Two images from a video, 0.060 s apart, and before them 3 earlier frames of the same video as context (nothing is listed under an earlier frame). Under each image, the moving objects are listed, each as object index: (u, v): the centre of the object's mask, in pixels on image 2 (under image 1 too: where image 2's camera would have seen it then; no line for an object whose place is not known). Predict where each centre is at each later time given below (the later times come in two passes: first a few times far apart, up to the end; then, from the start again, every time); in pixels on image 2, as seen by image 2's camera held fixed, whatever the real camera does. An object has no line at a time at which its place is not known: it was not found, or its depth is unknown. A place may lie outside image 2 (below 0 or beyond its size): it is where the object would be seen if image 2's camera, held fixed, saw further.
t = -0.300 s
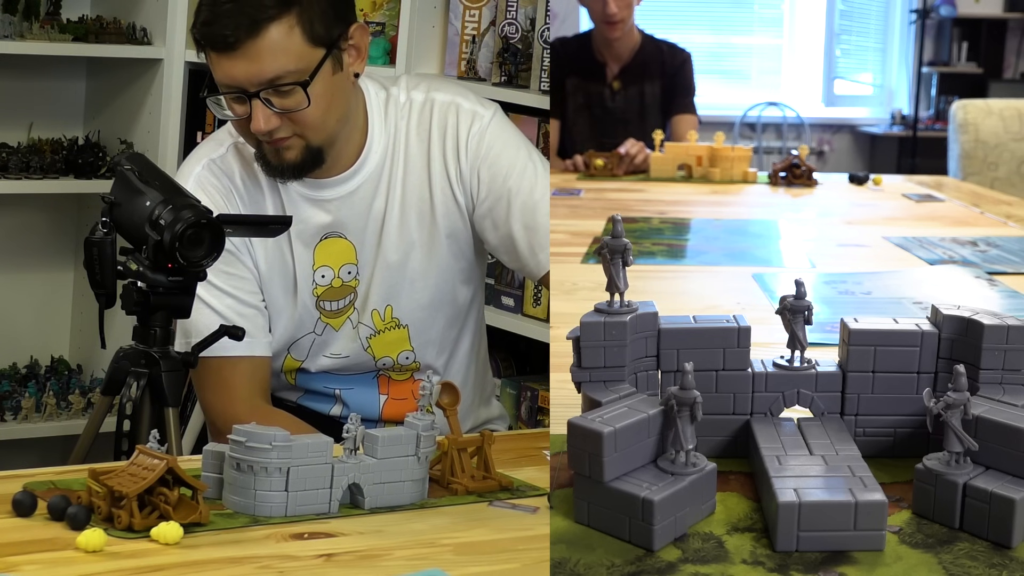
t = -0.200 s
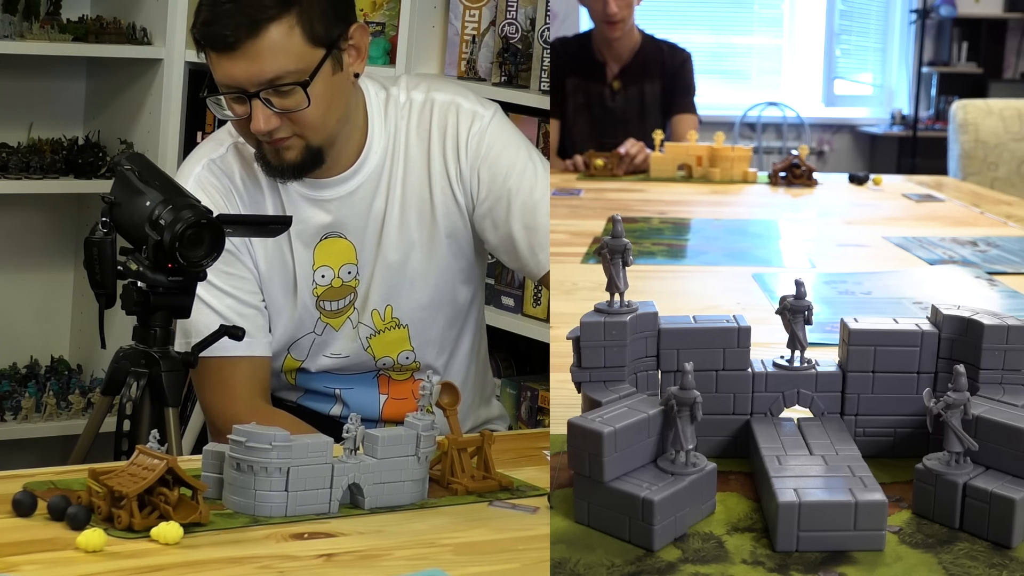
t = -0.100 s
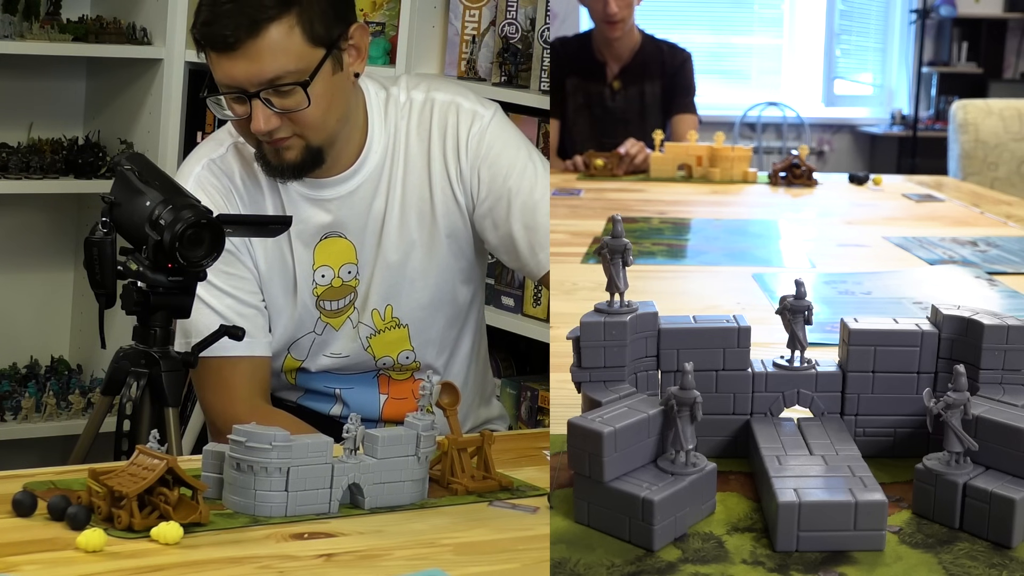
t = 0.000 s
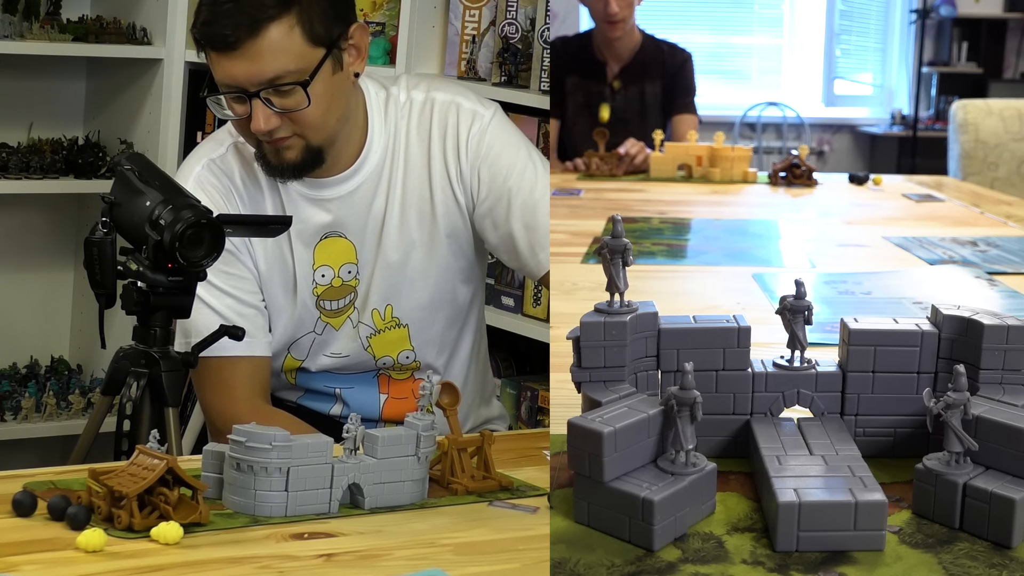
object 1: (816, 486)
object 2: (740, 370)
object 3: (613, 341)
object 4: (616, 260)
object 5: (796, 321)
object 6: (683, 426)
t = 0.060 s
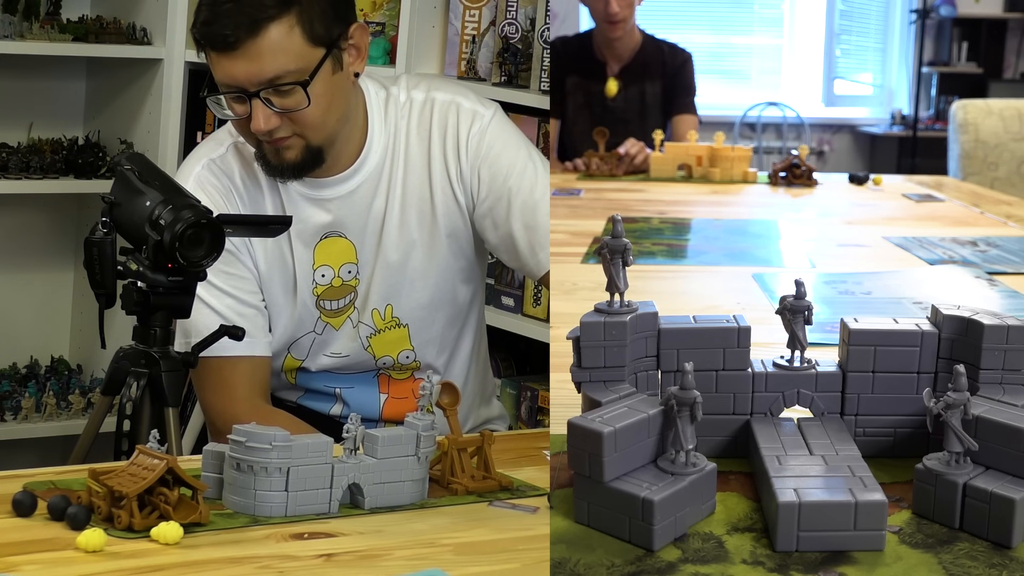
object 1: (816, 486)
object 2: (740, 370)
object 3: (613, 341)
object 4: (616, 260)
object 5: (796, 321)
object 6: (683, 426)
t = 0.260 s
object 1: (816, 486)
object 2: (740, 370)
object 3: (613, 341)
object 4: (616, 260)
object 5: (796, 321)
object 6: (683, 426)
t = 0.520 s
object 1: (823, 500)
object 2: (757, 408)
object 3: (598, 342)
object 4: (600, 259)
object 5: (801, 304)
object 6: (673, 424)
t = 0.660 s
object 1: (830, 509)
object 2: (759, 422)
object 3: (598, 341)
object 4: (585, 259)
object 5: (815, 397)
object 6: (661, 441)
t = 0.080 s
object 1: (816, 486)
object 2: (740, 370)
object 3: (613, 341)
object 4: (616, 260)
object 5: (796, 321)
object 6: (683, 426)
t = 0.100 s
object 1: (816, 486)
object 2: (740, 370)
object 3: (613, 341)
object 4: (616, 260)
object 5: (796, 321)
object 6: (683, 426)
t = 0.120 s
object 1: (816, 486)
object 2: (740, 370)
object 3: (613, 341)
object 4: (616, 260)
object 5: (796, 321)
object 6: (683, 426)
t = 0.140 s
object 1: (816, 486)
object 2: (740, 370)
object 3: (613, 341)
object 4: (616, 260)
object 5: (796, 321)
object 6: (683, 426)
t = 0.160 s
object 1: (816, 486)
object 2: (740, 370)
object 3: (613, 341)
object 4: (616, 260)
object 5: (796, 321)
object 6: (683, 426)
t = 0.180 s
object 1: (816, 486)
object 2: (740, 370)
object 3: (613, 341)
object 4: (616, 260)
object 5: (796, 321)
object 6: (683, 426)
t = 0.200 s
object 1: (816, 486)
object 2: (740, 370)
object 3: (613, 341)
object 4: (616, 260)
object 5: (796, 321)
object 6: (683, 426)
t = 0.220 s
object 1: (816, 486)
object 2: (740, 370)
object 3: (613, 341)
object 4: (616, 260)
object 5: (796, 321)
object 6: (683, 426)
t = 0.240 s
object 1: (816, 486)
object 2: (740, 370)
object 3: (613, 341)
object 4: (616, 260)
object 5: (796, 321)
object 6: (683, 426)
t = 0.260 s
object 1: (816, 486)
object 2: (740, 370)
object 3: (613, 341)
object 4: (616, 260)
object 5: (796, 321)
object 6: (683, 426)
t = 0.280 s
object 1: (816, 486)
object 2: (740, 370)
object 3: (613, 341)
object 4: (616, 260)
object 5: (796, 321)
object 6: (683, 426)
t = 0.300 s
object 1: (816, 486)
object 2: (740, 370)
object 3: (613, 341)
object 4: (616, 260)
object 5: (796, 321)
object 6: (683, 426)
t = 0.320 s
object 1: (816, 486)
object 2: (740, 370)
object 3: (613, 341)
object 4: (616, 260)
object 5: (796, 321)
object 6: (683, 426)
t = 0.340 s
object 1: (816, 486)
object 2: (740, 370)
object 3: (613, 341)
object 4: (616, 260)
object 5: (796, 321)
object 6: (683, 426)
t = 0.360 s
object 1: (816, 486)
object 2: (740, 370)
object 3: (613, 341)
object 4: (616, 260)
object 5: (796, 321)
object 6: (683, 426)
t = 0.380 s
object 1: (816, 486)
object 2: (740, 370)
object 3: (613, 341)
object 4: (616, 260)
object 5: (796, 321)
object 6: (683, 426)
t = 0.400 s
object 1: (816, 486)
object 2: (740, 370)
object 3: (613, 341)
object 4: (616, 260)
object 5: (796, 321)
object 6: (683, 426)
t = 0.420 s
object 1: (817, 488)
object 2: (741, 370)
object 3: (612, 341)
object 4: (616, 260)
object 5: (797, 321)
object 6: (683, 426)
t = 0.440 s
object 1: (819, 492)
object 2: (743, 370)
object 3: (605, 341)
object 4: (615, 259)
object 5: (798, 305)
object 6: (683, 426)
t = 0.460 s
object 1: (820, 496)
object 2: (753, 380)
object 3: (600, 341)
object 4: (614, 260)
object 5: (799, 291)
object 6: (683, 426)
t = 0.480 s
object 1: (820, 497)
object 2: (754, 389)
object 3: (598, 342)
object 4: (610, 258)
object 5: (799, 286)
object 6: (682, 426)
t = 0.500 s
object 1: (823, 499)
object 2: (756, 400)
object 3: (597, 342)
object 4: (605, 259)
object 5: (800, 292)
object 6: (678, 422)
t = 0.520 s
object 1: (823, 500)
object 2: (757, 408)
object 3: (598, 342)
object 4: (600, 259)
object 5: (801, 304)
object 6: (673, 424)
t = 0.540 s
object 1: (825, 501)
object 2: (760, 414)
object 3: (598, 342)
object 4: (597, 258)
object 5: (803, 328)
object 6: (670, 424)
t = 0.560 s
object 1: (825, 500)
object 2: (761, 415)
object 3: (598, 342)
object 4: (595, 259)
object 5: (804, 337)
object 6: (667, 429)
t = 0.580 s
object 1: (826, 502)
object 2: (757, 418)
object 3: (598, 342)
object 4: (593, 259)
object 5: (801, 345)
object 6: (663, 436)
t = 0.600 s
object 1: (828, 504)
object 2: (756, 422)
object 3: (598, 342)
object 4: (591, 259)
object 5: (797, 361)
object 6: (662, 439)
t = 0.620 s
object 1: (829, 506)
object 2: (746, 428)
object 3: (598, 341)
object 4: (589, 259)
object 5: (798, 372)
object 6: (661, 439)
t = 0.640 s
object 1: (830, 508)
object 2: (749, 429)
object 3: (597, 341)
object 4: (587, 259)
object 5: (797, 379)
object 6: (661, 440)
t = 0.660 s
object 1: (830, 509)
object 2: (759, 422)
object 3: (598, 341)
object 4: (585, 259)
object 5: (815, 397)
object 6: (661, 441)
